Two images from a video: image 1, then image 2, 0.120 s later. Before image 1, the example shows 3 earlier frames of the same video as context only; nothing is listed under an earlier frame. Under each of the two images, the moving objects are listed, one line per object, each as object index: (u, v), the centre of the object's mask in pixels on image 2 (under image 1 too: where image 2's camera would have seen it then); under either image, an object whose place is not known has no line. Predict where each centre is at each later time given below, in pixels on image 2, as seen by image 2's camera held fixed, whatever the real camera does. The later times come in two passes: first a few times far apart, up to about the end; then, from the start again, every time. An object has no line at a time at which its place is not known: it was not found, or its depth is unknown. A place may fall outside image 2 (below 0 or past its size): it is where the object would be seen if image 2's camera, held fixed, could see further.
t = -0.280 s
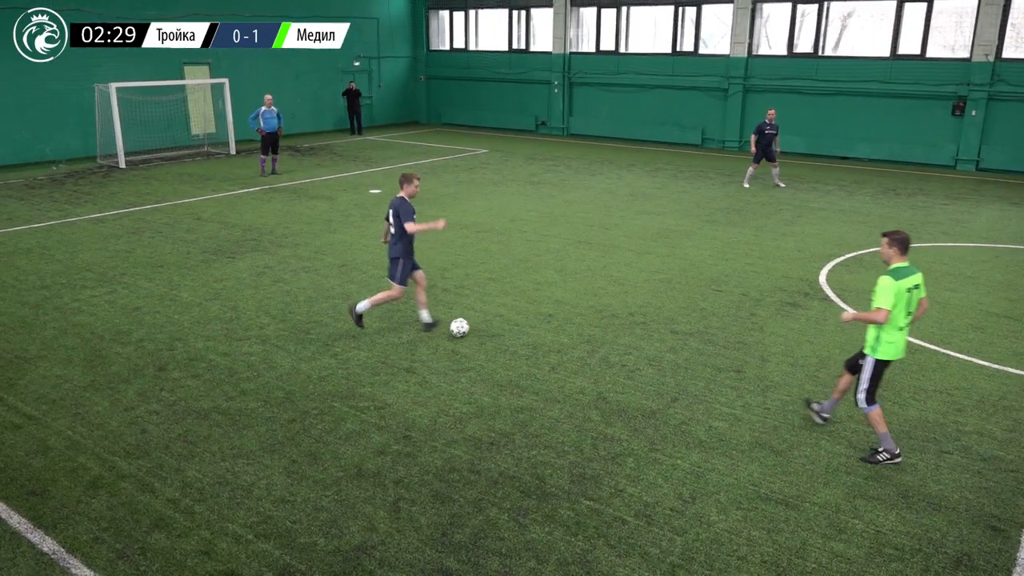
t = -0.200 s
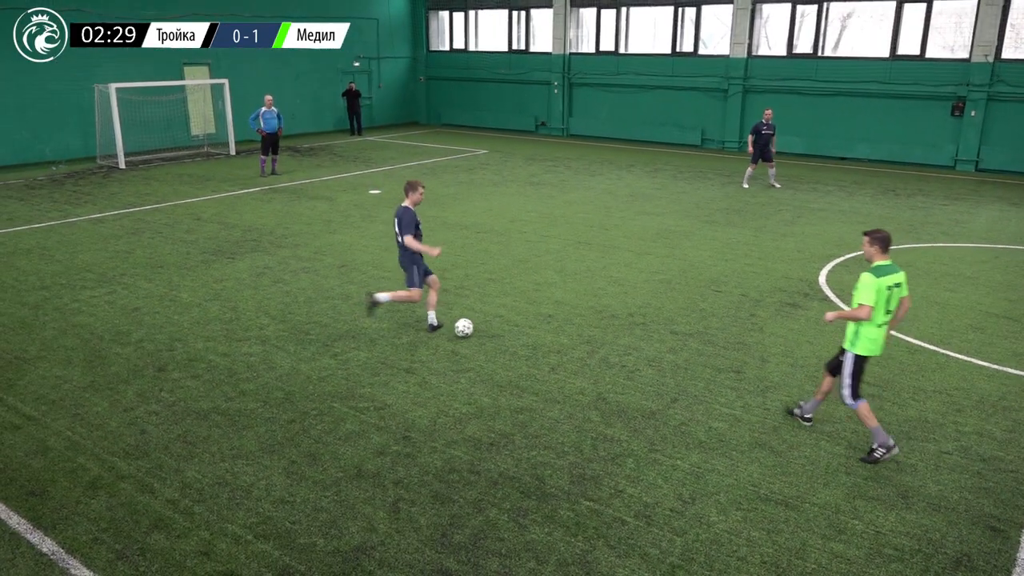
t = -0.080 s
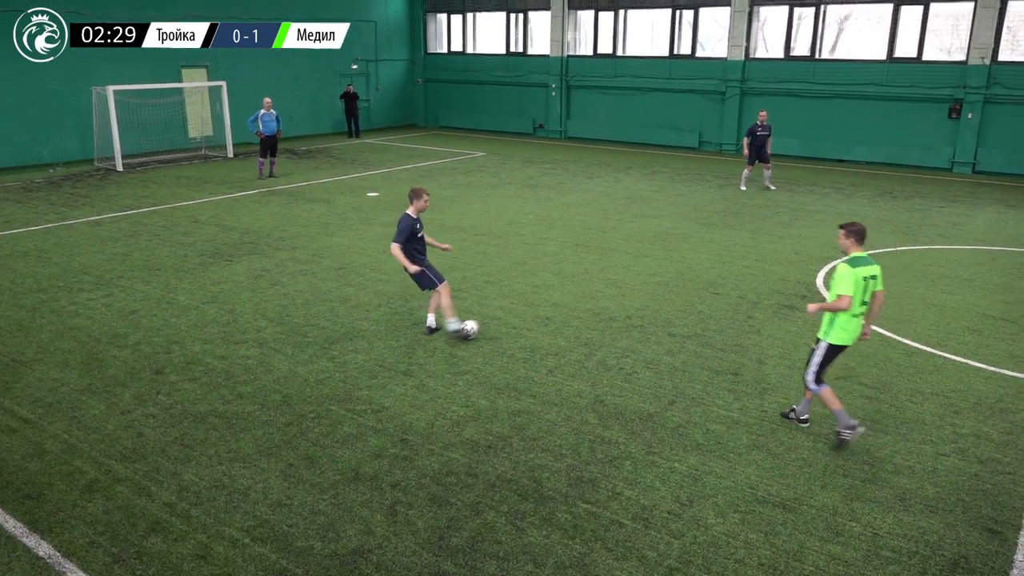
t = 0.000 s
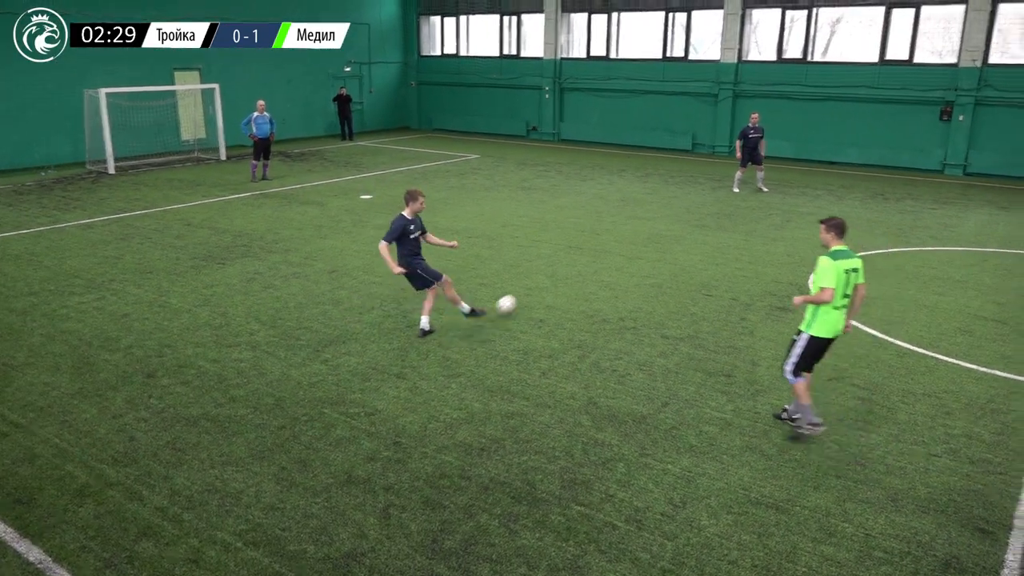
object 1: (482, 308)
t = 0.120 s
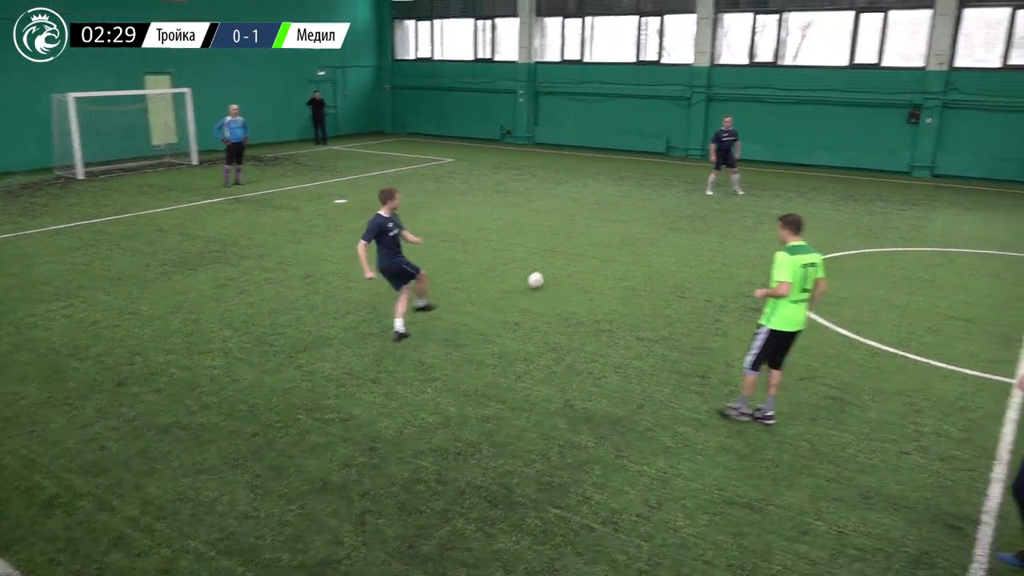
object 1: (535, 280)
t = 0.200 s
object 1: (561, 264)
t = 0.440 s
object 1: (613, 234)
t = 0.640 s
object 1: (642, 216)
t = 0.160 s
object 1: (549, 273)
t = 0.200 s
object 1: (561, 264)
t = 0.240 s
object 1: (572, 258)
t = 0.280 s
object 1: (582, 253)
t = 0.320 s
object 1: (591, 248)
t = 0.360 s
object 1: (599, 242)
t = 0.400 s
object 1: (607, 238)
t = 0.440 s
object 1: (613, 234)
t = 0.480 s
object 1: (620, 229)
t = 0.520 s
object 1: (626, 226)
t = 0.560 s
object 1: (631, 223)
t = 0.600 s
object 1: (637, 219)
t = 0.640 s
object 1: (642, 216)
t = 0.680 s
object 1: (647, 213)
